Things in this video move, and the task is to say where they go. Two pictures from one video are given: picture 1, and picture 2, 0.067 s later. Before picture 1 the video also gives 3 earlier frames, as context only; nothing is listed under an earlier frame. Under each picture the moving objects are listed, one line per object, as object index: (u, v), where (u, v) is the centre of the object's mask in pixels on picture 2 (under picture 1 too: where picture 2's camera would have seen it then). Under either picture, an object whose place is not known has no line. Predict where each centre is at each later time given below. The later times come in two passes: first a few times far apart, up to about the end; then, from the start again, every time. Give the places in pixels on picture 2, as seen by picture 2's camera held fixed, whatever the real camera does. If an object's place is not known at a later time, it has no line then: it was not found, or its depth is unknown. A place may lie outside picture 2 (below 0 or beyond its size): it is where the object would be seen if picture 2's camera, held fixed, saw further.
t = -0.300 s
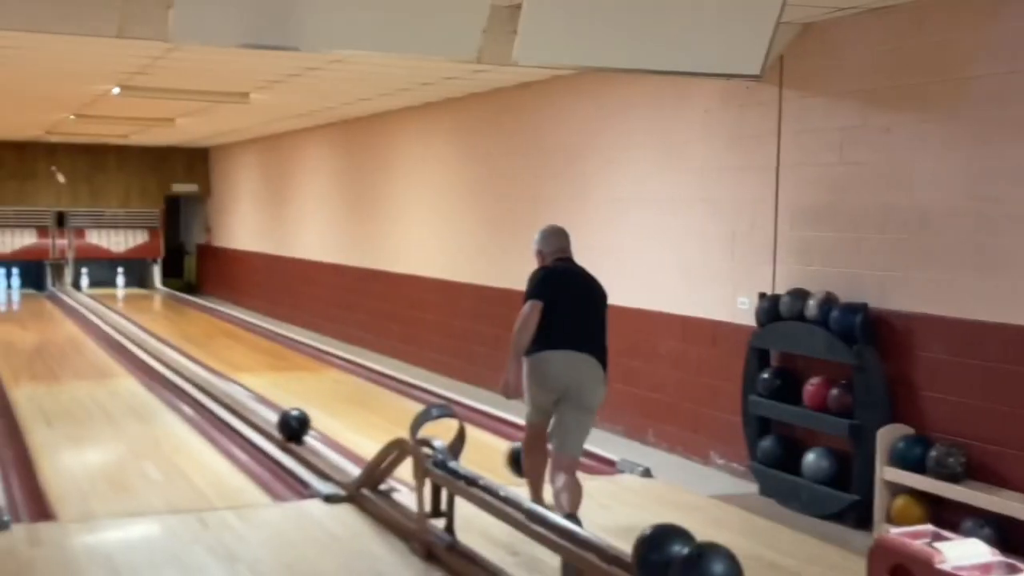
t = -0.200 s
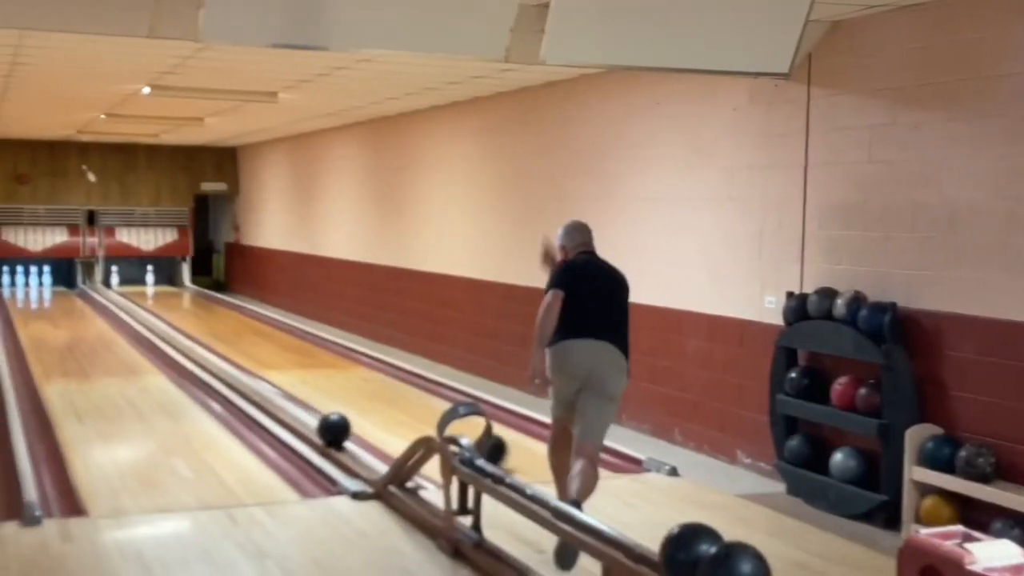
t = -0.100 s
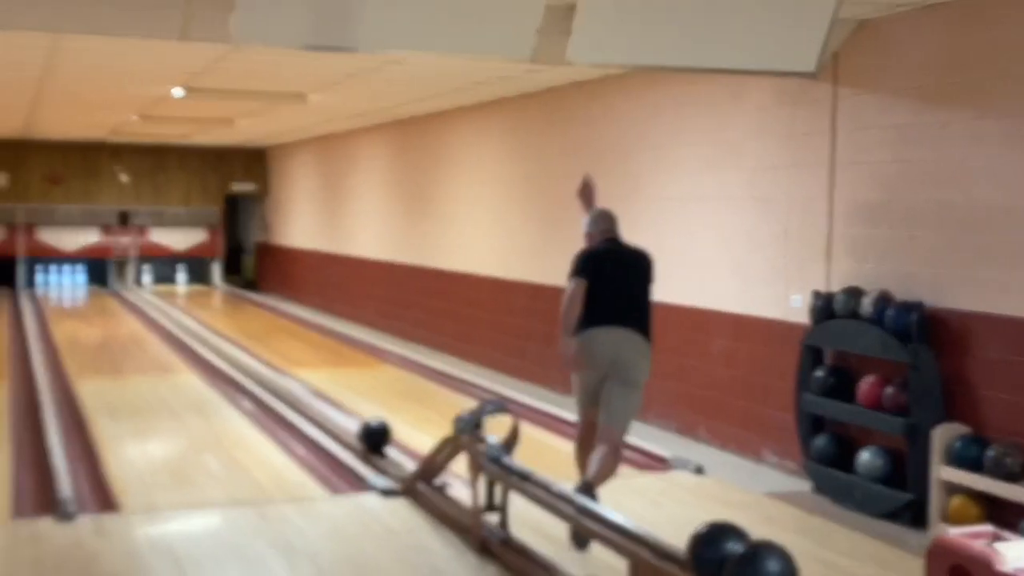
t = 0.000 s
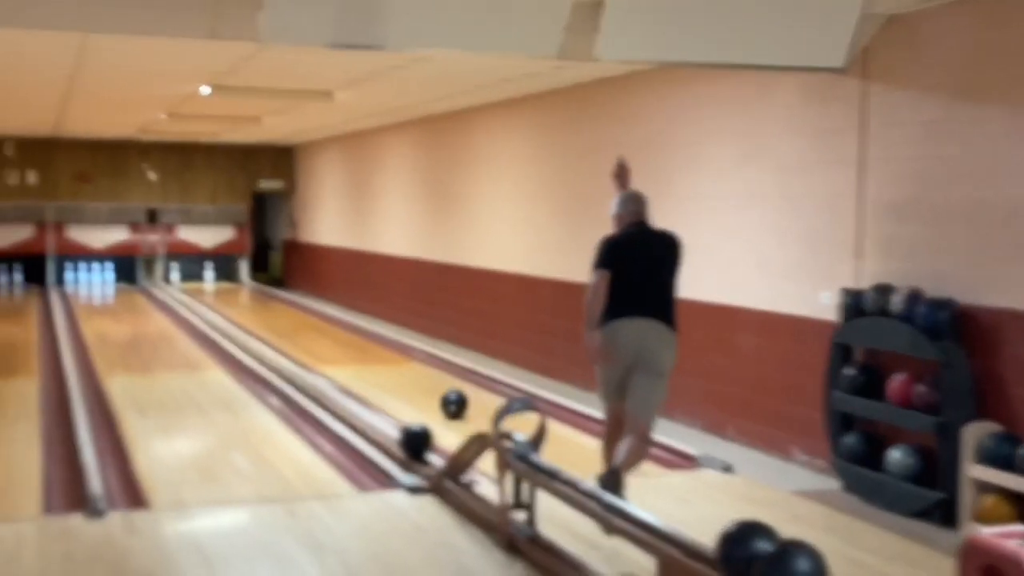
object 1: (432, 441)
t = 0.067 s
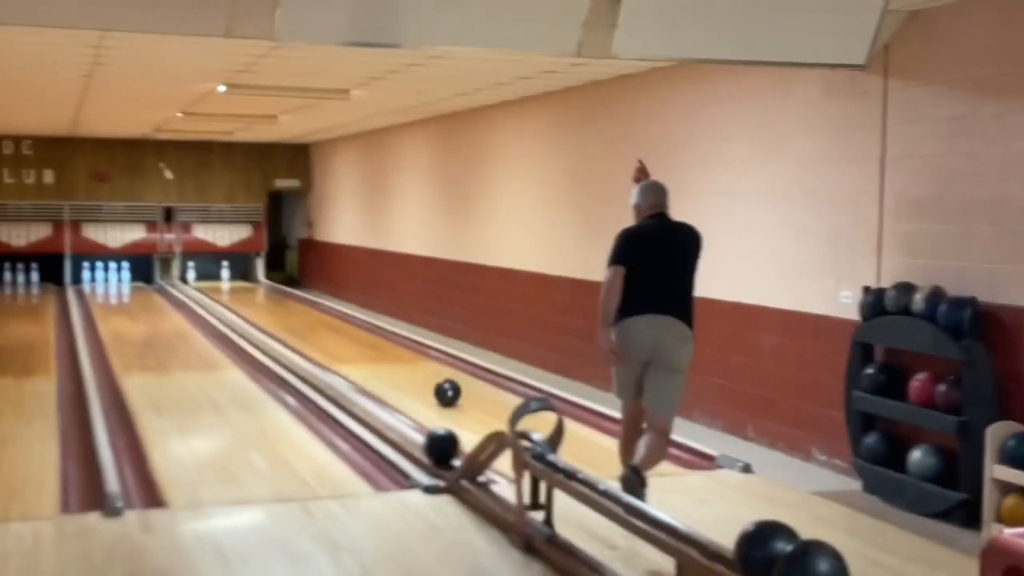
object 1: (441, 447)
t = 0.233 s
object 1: (463, 442)
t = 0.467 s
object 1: (494, 412)
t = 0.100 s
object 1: (446, 450)
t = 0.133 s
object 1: (449, 452)
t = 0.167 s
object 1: (454, 450)
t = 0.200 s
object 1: (458, 447)
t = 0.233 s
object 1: (463, 442)
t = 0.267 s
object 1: (467, 437)
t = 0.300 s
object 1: (472, 432)
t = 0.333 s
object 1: (477, 427)
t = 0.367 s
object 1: (482, 422)
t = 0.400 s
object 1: (487, 419)
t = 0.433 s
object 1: (490, 415)
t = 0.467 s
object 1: (494, 412)
